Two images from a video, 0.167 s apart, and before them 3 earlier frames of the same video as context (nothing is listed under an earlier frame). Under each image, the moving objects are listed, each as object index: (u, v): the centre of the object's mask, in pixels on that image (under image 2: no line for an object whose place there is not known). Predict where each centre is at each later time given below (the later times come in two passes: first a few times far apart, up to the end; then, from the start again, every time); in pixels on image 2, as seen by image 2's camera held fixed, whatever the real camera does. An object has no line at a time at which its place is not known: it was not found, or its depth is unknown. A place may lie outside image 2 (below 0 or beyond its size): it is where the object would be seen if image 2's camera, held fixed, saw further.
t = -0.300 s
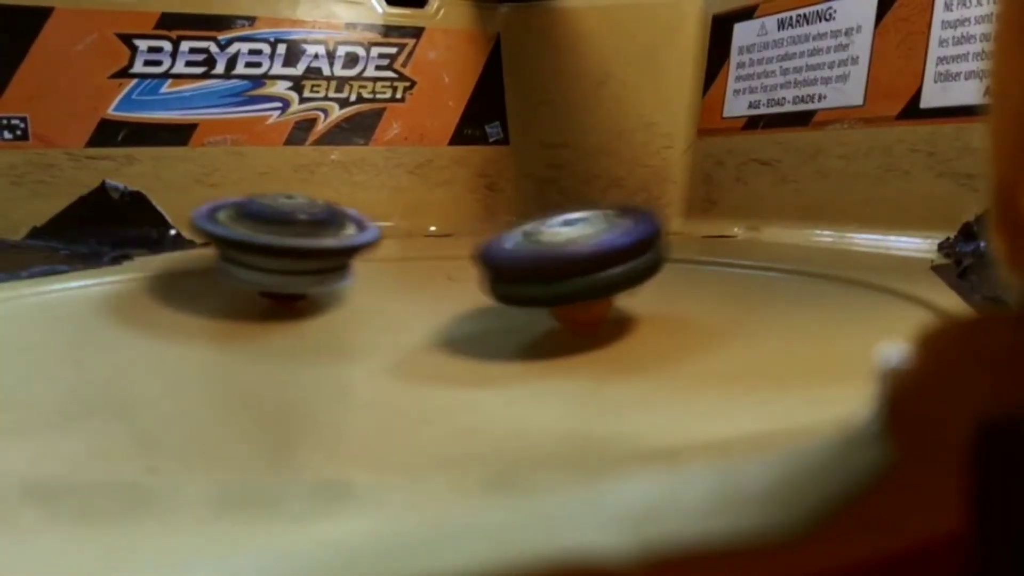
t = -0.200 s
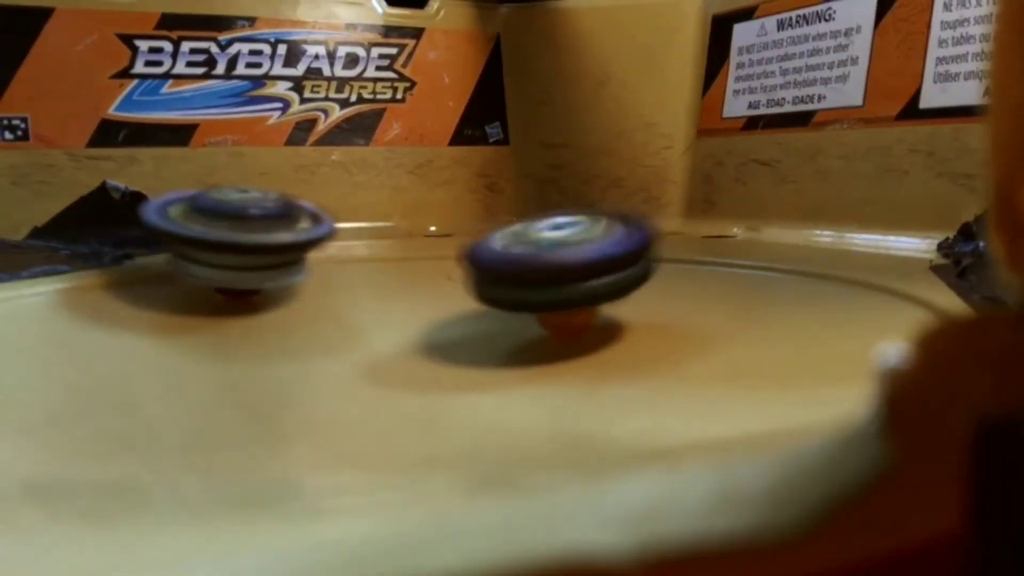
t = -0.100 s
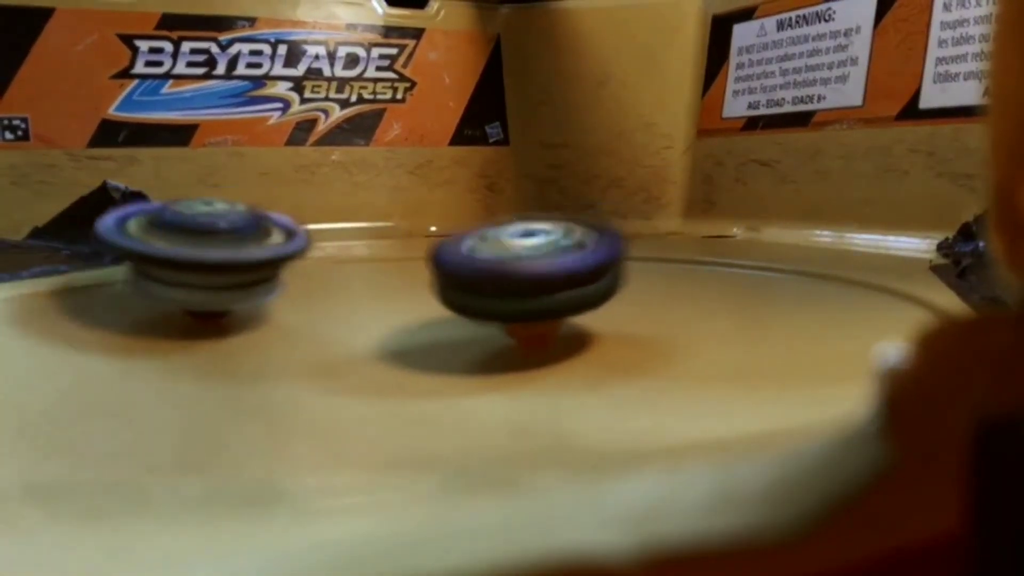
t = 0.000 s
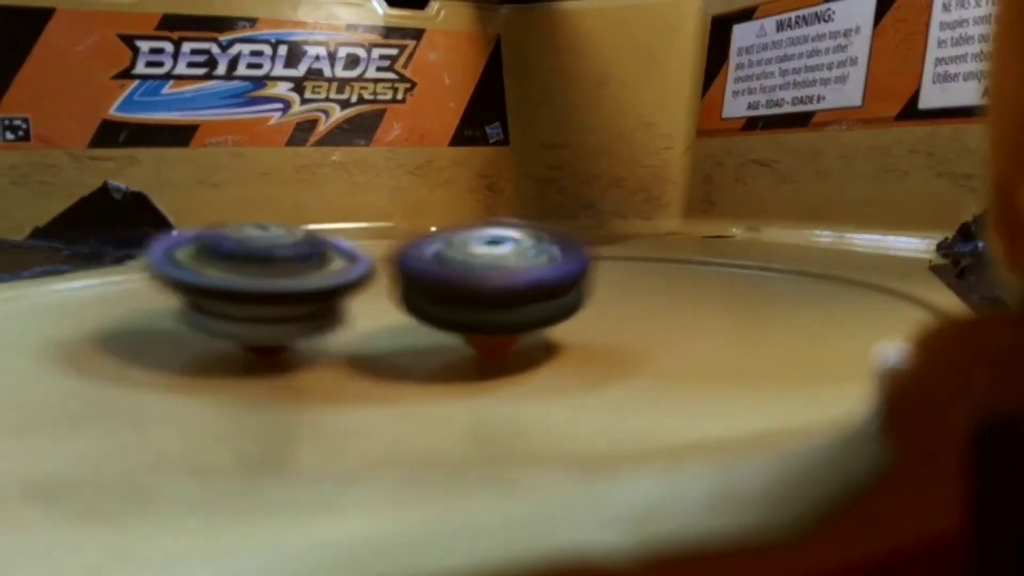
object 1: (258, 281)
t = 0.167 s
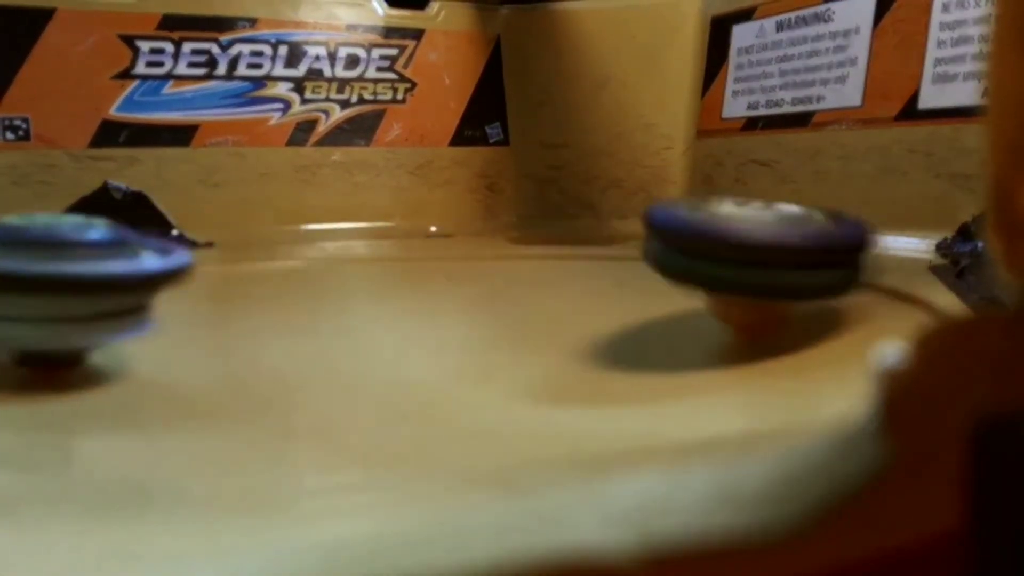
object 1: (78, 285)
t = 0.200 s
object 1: (73, 290)
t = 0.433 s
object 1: (362, 333)
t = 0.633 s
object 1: (349, 309)
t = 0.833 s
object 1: (229, 283)
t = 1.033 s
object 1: (166, 306)
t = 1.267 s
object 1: (379, 330)
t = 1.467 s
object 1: (546, 301)
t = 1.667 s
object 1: (595, 287)
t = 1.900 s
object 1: (577, 287)
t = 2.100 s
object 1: (644, 293)
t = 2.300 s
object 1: (671, 284)
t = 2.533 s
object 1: (564, 308)
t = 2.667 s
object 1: (631, 306)
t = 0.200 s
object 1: (73, 290)
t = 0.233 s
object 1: (75, 299)
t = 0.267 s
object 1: (86, 308)
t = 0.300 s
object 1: (106, 316)
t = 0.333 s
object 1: (138, 321)
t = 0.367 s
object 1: (203, 328)
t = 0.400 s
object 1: (282, 333)
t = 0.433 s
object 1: (362, 333)
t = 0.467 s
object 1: (347, 328)
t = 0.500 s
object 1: (328, 326)
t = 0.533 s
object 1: (325, 323)
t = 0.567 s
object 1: (336, 318)
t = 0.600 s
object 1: (347, 314)
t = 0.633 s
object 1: (349, 309)
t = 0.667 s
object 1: (343, 303)
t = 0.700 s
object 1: (330, 298)
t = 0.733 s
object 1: (311, 293)
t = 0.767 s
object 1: (287, 289)
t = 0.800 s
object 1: (259, 285)
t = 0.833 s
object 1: (229, 283)
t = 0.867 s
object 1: (198, 282)
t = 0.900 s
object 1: (172, 284)
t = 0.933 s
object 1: (152, 287)
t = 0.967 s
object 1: (142, 292)
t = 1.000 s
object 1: (146, 299)
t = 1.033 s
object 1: (166, 306)
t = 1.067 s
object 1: (201, 314)
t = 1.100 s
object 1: (248, 318)
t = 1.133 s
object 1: (293, 318)
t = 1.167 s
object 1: (302, 325)
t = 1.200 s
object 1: (316, 328)
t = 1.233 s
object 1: (341, 329)
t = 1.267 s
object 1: (379, 330)
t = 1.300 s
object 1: (424, 328)
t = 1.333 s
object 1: (463, 324)
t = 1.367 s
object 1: (504, 318)
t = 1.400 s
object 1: (529, 312)
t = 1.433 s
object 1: (544, 306)
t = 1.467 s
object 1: (546, 301)
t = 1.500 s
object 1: (550, 292)
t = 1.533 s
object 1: (559, 295)
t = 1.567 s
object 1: (564, 294)
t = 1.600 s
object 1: (565, 292)
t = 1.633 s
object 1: (569, 290)
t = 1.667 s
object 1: (595, 287)
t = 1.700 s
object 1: (609, 286)
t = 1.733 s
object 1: (614, 285)
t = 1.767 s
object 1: (613, 284)
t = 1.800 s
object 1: (610, 283)
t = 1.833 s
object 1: (604, 284)
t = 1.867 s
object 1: (593, 285)
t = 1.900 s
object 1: (577, 287)
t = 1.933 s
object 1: (557, 290)
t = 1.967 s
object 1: (555, 293)
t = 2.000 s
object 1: (585, 295)
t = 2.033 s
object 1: (607, 294)
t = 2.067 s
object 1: (626, 294)
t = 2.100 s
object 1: (644, 293)
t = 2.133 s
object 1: (658, 290)
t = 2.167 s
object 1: (670, 288)
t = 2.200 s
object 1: (679, 286)
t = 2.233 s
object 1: (685, 285)
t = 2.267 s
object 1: (683, 284)
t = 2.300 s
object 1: (671, 284)
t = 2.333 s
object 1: (654, 287)
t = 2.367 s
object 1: (631, 290)
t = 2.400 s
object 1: (607, 293)
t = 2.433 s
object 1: (580, 298)
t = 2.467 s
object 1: (553, 303)
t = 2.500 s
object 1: (538, 307)
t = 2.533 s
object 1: (564, 308)
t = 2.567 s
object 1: (585, 308)
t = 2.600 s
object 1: (601, 308)
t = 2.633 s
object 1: (618, 307)
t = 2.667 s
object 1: (631, 306)
